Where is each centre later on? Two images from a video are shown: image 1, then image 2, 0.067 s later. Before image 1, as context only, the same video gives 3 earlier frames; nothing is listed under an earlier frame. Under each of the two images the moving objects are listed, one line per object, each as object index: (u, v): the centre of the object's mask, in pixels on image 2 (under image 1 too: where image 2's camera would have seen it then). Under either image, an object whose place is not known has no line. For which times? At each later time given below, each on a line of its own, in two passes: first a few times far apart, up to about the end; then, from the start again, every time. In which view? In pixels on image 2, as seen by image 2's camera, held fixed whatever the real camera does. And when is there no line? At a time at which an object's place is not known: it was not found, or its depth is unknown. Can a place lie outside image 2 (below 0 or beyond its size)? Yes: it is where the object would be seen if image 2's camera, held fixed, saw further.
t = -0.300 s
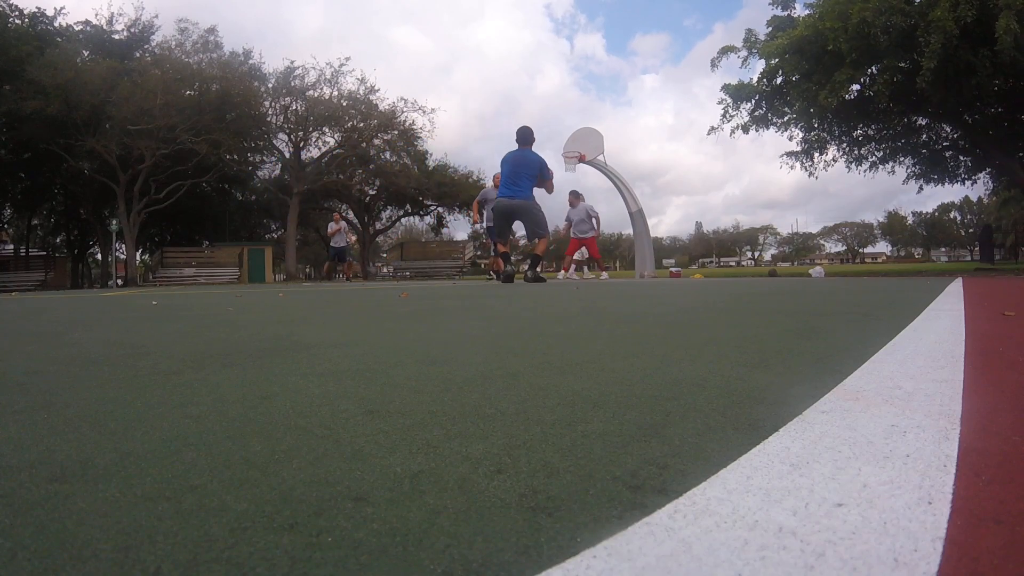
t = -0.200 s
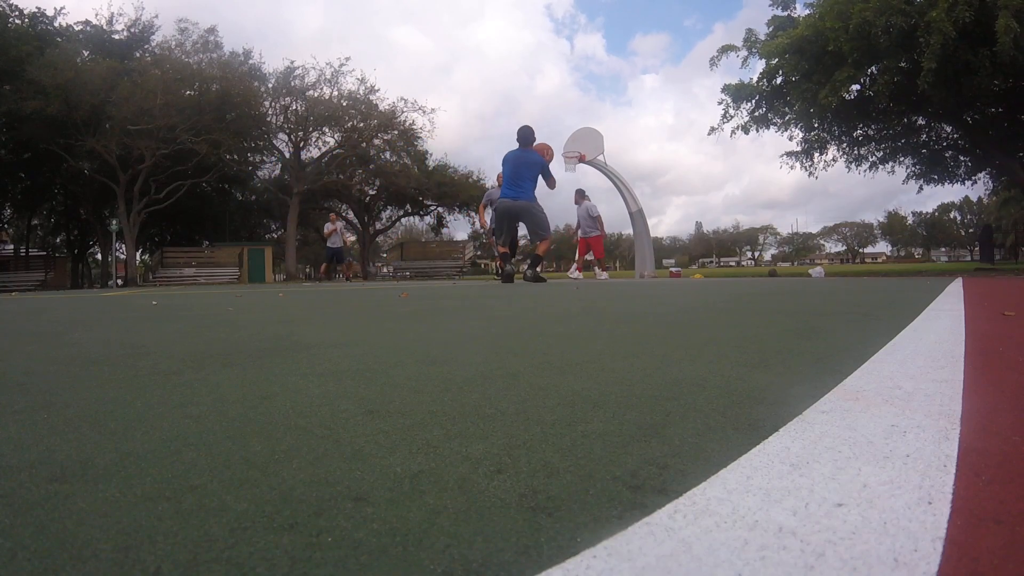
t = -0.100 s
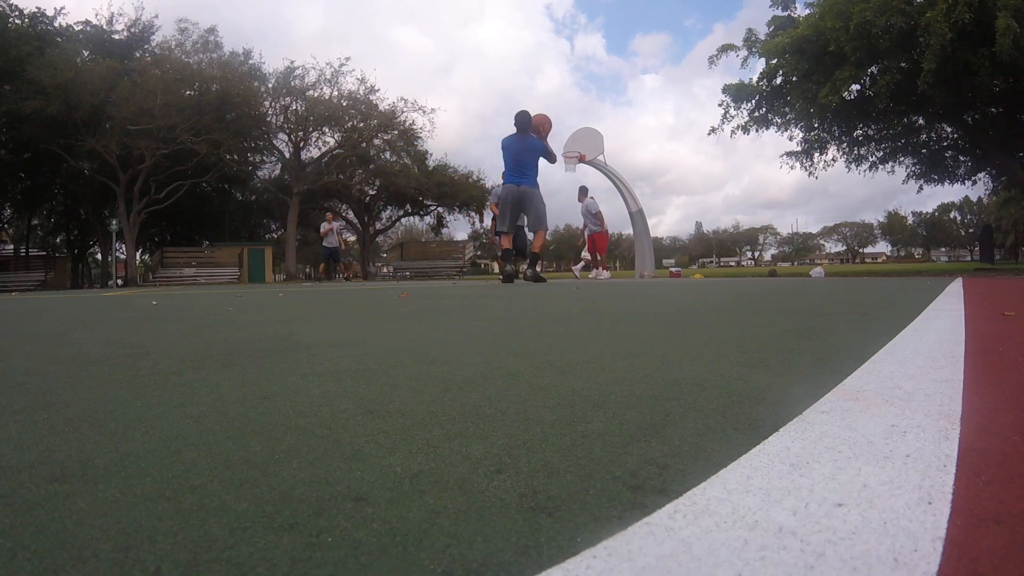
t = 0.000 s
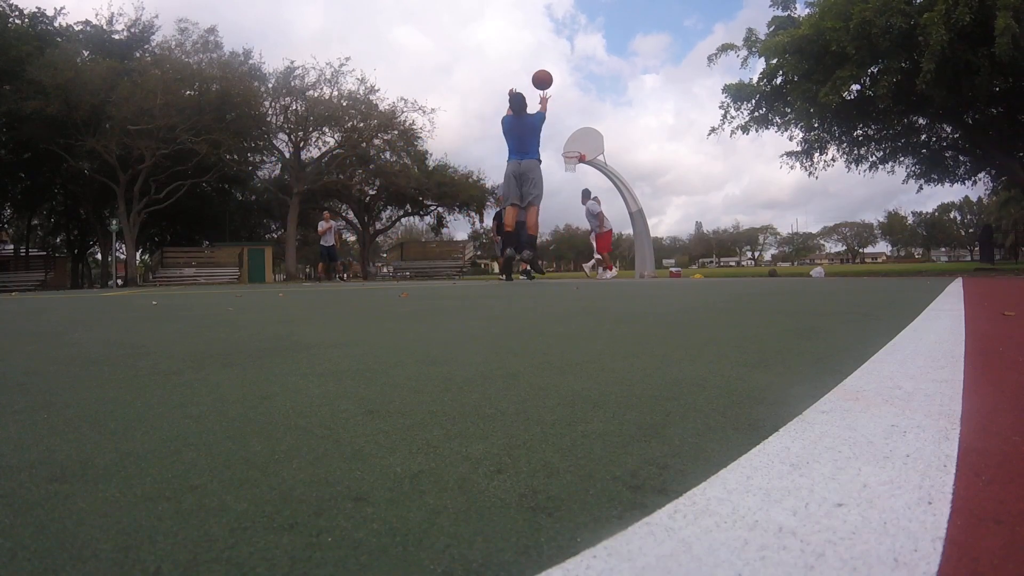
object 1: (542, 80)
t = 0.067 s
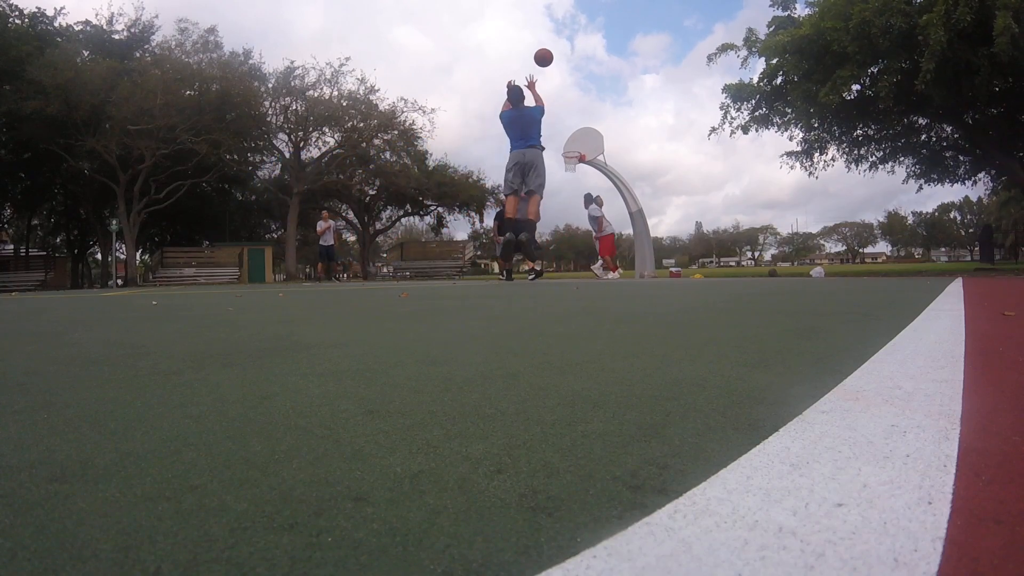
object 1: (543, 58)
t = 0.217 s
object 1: (546, 28)
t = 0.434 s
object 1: (550, 18)
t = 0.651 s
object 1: (554, 30)
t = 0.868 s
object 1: (559, 58)
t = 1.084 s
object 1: (563, 100)
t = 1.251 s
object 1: (566, 139)
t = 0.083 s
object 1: (544, 53)
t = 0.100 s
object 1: (544, 49)
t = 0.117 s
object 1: (544, 45)
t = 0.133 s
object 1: (545, 41)
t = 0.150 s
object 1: (545, 38)
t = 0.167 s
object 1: (545, 36)
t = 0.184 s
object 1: (546, 33)
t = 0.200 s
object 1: (546, 31)
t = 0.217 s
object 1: (546, 28)
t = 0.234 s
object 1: (547, 26)
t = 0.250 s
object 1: (547, 25)
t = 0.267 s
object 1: (547, 23)
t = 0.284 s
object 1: (548, 22)
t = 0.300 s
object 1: (548, 21)
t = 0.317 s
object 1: (548, 20)
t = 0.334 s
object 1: (548, 19)
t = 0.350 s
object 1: (549, 19)
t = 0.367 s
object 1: (549, 18)
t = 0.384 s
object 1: (549, 18)
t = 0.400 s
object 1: (550, 18)
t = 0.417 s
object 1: (550, 18)
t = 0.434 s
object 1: (550, 18)
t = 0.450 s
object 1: (551, 18)
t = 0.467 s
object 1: (551, 18)
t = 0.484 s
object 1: (551, 19)
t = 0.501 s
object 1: (551, 20)
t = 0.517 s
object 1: (552, 20)
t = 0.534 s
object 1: (552, 21)
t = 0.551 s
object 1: (552, 22)
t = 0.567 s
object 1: (553, 23)
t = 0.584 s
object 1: (553, 24)
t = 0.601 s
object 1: (553, 26)
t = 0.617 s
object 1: (554, 27)
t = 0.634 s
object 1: (554, 28)
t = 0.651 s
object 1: (554, 30)
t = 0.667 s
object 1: (555, 32)
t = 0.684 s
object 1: (555, 33)
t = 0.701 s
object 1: (555, 35)
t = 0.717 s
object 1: (556, 37)
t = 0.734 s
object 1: (556, 39)
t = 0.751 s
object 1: (556, 41)
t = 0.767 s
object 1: (556, 43)
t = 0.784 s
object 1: (557, 46)
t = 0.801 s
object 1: (557, 48)
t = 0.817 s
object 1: (557, 51)
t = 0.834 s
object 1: (558, 53)
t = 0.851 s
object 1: (558, 56)
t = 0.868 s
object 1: (559, 58)
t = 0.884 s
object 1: (559, 61)
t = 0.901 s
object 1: (559, 64)
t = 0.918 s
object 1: (560, 67)
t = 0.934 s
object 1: (560, 70)
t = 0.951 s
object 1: (560, 73)
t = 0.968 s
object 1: (561, 76)
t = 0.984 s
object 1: (561, 79)
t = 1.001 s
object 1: (561, 82)
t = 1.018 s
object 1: (561, 86)
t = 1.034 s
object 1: (562, 89)
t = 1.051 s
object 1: (562, 92)
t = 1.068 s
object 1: (562, 96)
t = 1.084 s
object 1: (563, 100)
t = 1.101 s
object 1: (563, 103)
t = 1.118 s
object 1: (563, 107)
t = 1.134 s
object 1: (564, 111)
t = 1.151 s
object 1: (564, 115)
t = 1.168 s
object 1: (564, 119)
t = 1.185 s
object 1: (565, 122)
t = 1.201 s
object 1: (565, 127)
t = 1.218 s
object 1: (565, 131)
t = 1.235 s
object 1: (566, 135)
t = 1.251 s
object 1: (566, 139)
